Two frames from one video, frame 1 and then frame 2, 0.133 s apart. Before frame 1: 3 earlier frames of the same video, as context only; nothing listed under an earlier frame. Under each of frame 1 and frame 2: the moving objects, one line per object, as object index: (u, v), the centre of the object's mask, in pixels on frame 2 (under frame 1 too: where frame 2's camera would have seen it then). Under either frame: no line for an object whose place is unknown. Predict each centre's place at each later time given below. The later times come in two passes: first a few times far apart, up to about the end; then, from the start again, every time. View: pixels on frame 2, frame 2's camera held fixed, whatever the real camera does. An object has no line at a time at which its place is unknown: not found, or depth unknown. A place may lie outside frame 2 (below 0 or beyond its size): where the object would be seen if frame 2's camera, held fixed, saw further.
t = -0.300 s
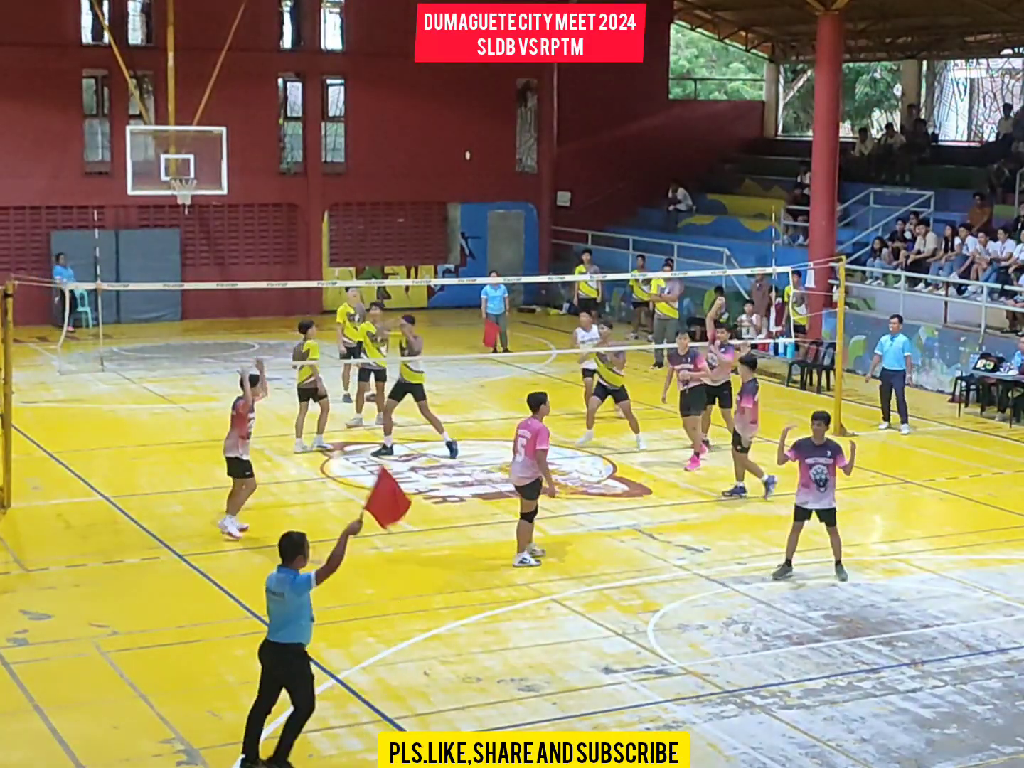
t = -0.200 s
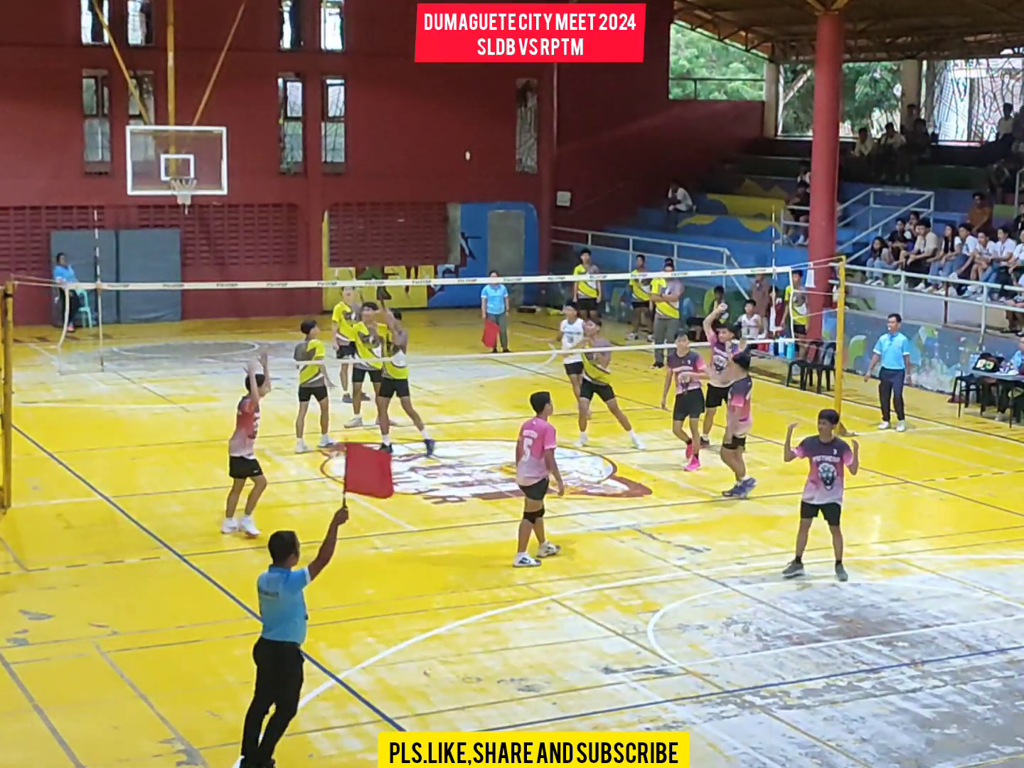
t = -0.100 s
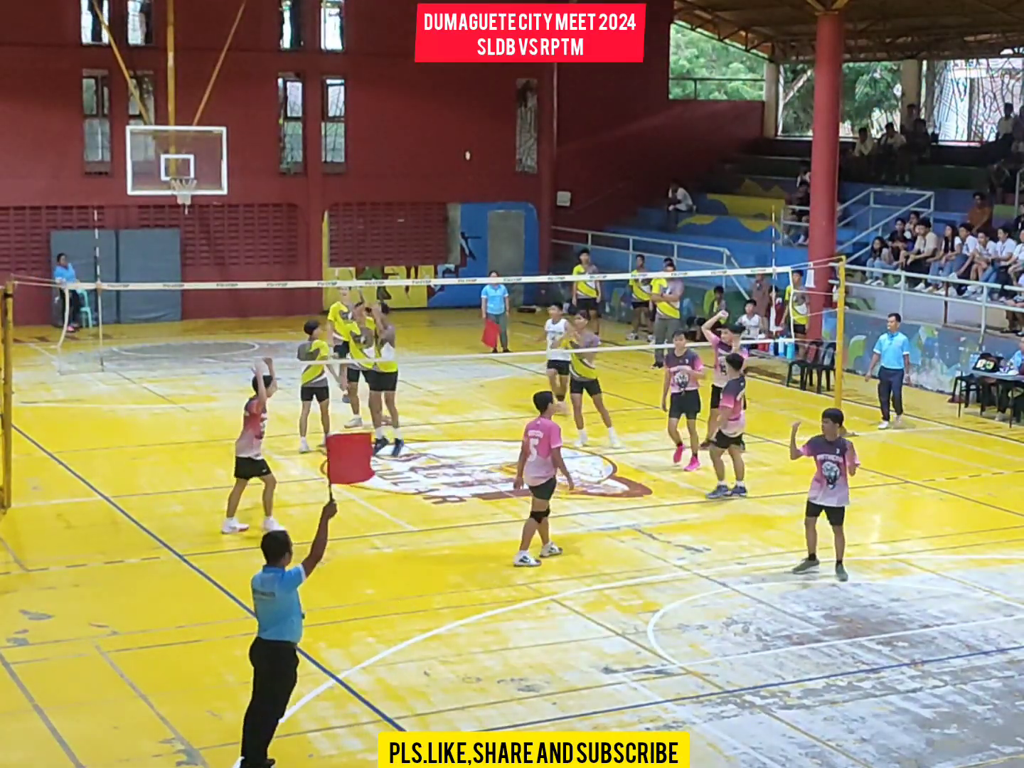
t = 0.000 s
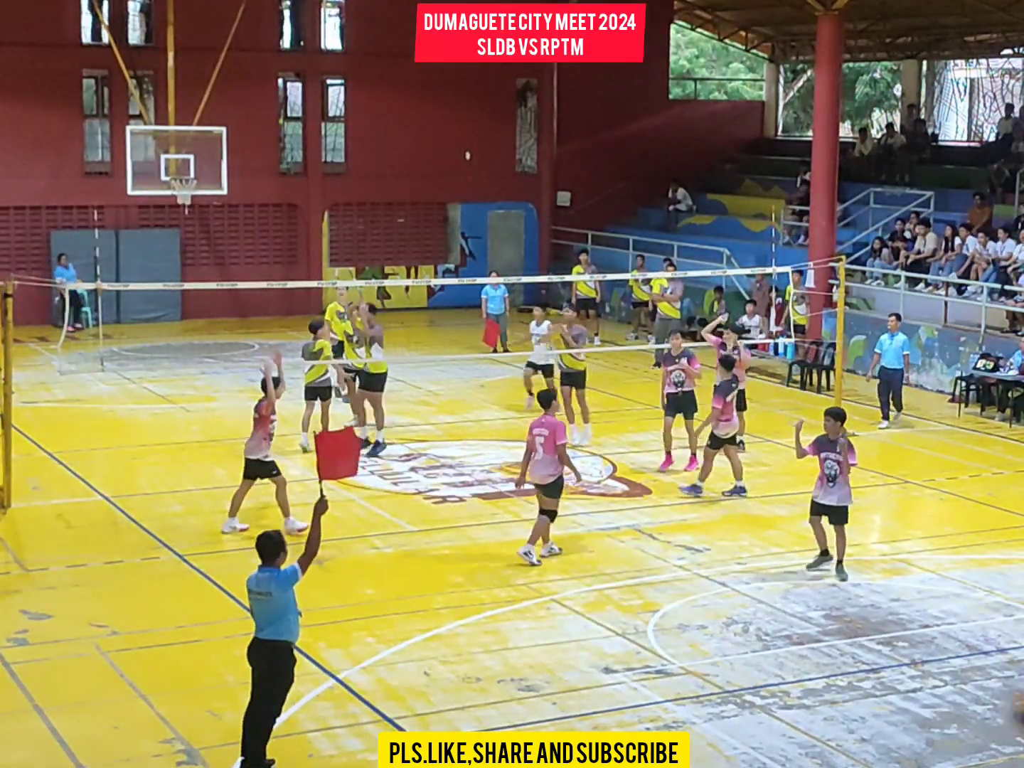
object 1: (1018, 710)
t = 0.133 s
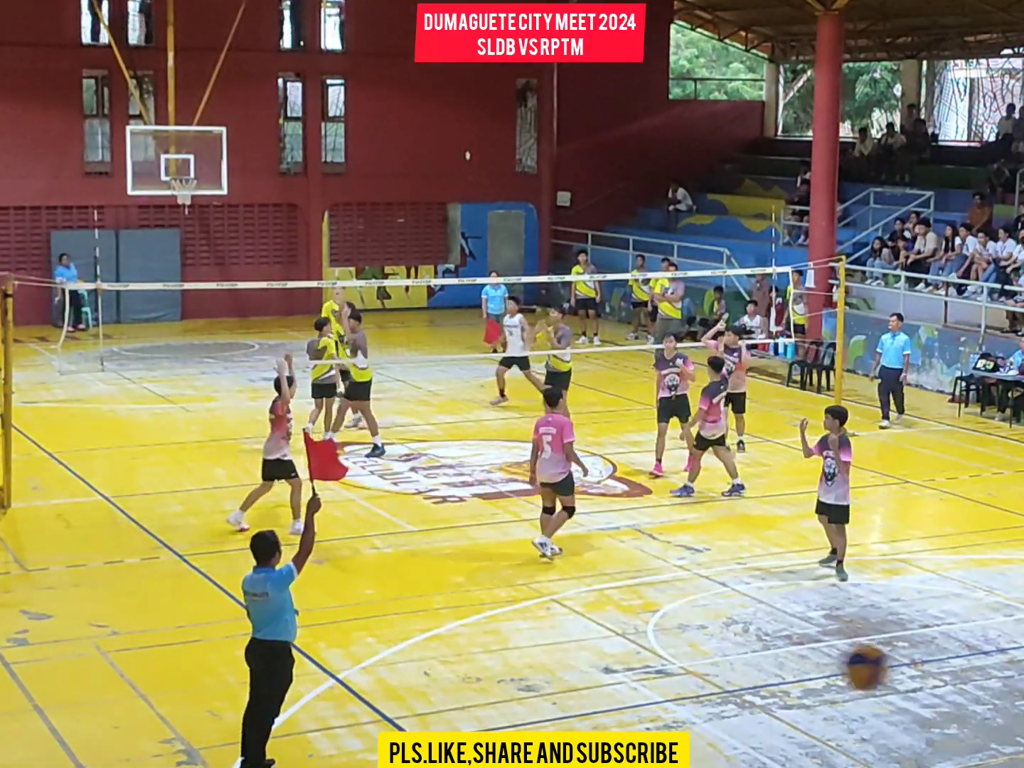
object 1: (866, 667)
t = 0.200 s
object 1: (789, 658)
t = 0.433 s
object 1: (564, 692)
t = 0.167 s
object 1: (827, 661)
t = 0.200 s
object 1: (789, 658)
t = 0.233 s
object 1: (752, 657)
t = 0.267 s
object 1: (718, 659)
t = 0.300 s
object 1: (686, 661)
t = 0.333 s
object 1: (653, 668)
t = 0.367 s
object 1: (621, 673)
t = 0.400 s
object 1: (594, 681)
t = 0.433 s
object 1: (564, 692)
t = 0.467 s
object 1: (537, 703)
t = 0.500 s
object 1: (512, 714)
